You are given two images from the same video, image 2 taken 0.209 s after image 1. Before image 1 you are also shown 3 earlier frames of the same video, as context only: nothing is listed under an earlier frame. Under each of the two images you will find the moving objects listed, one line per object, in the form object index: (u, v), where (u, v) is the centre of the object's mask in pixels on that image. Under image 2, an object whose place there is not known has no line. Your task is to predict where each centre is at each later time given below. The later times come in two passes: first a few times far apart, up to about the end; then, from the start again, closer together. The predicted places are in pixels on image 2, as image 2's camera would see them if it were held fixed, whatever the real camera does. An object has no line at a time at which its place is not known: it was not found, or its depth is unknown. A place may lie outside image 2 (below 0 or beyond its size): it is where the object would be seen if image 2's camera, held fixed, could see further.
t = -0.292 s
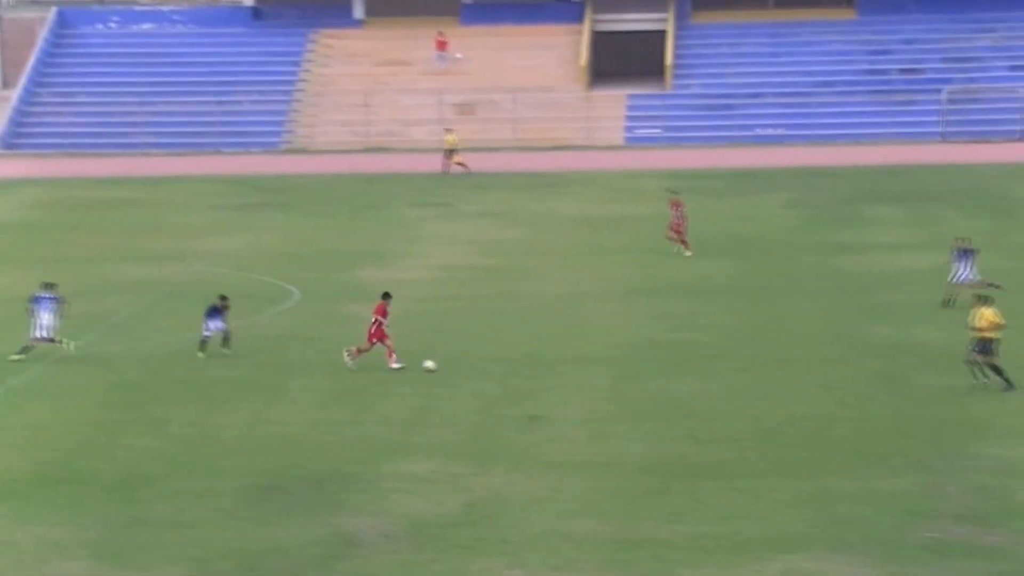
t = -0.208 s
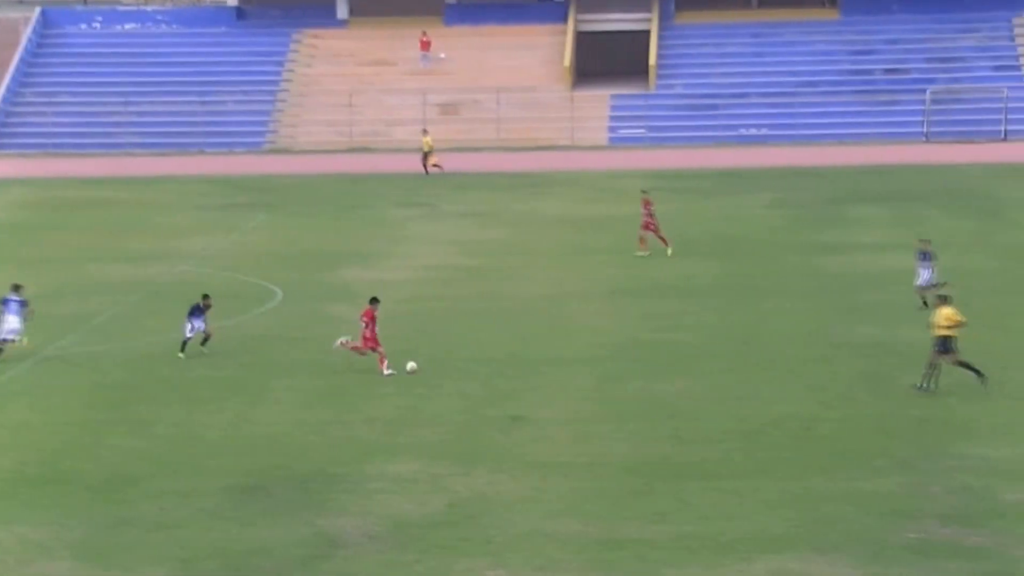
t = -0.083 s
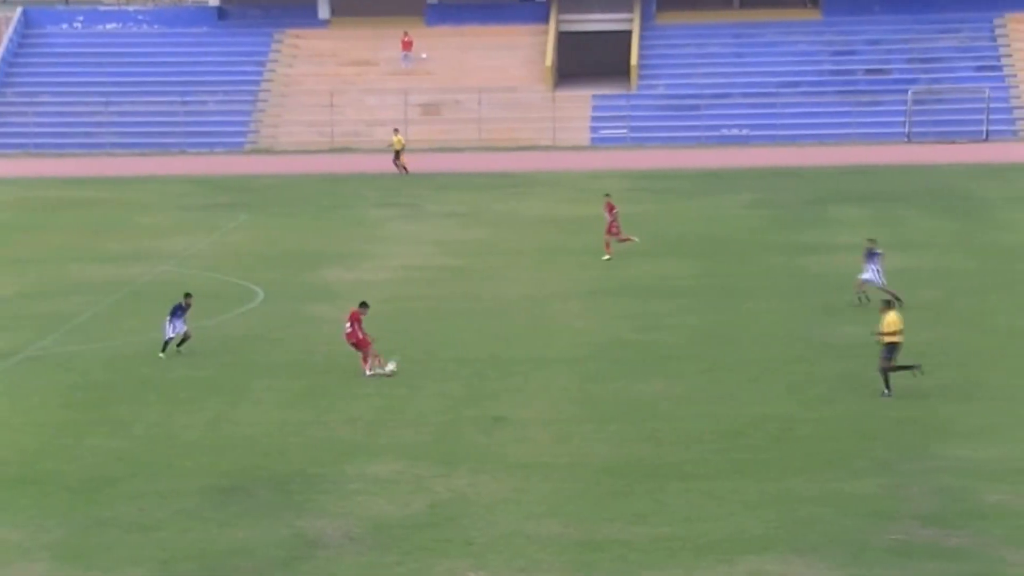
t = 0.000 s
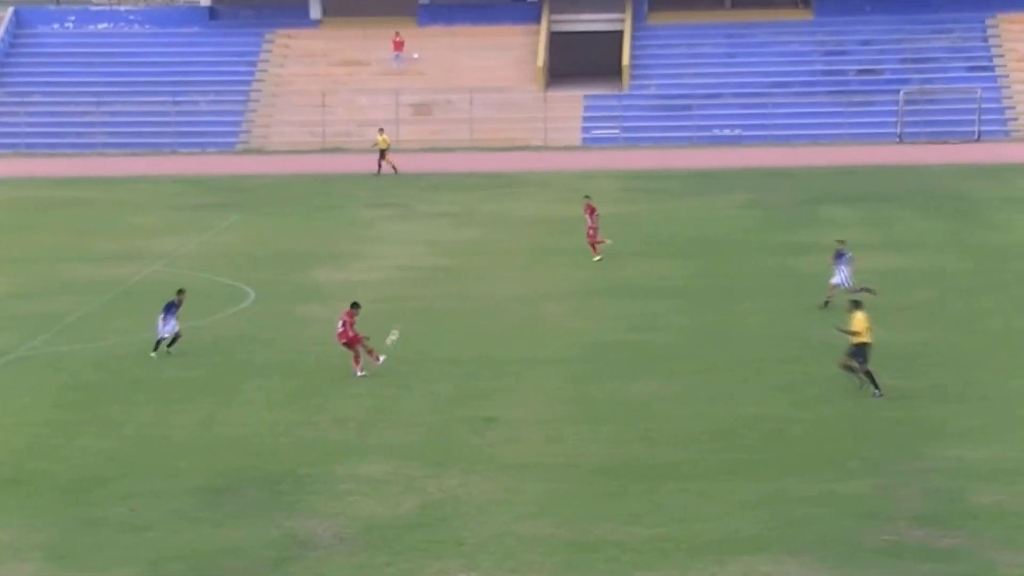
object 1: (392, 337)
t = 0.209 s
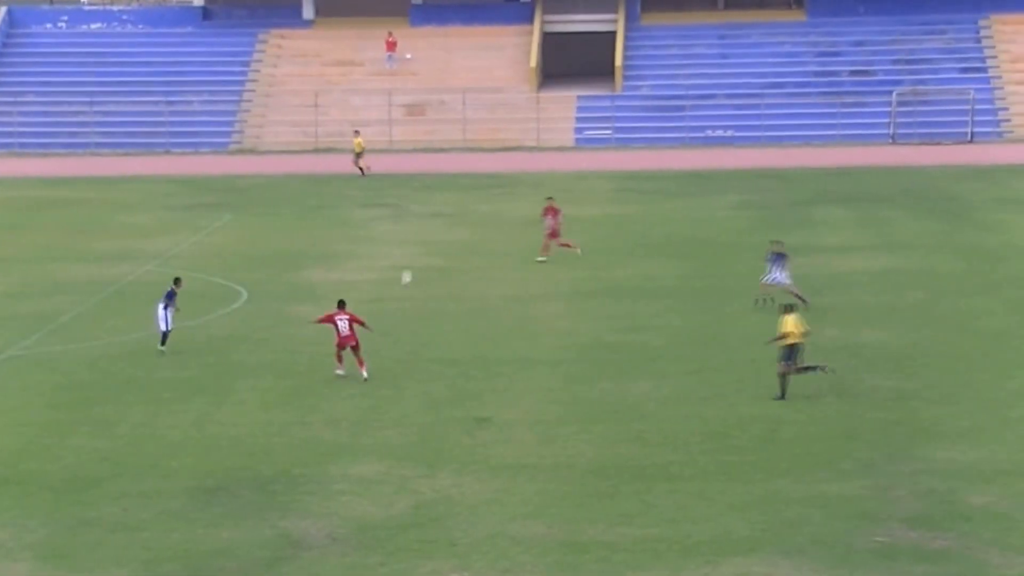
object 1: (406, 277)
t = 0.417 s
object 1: (416, 241)
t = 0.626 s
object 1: (418, 227)
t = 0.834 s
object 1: (419, 231)
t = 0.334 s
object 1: (413, 254)
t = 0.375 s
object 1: (414, 247)
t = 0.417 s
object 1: (416, 241)
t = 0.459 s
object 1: (417, 238)
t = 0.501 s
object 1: (418, 234)
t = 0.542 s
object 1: (419, 231)
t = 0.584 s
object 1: (419, 229)
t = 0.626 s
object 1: (418, 227)
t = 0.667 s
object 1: (419, 227)
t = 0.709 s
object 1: (419, 227)
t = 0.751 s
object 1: (419, 228)
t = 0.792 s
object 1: (418, 229)
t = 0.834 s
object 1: (419, 231)
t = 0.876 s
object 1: (418, 232)
